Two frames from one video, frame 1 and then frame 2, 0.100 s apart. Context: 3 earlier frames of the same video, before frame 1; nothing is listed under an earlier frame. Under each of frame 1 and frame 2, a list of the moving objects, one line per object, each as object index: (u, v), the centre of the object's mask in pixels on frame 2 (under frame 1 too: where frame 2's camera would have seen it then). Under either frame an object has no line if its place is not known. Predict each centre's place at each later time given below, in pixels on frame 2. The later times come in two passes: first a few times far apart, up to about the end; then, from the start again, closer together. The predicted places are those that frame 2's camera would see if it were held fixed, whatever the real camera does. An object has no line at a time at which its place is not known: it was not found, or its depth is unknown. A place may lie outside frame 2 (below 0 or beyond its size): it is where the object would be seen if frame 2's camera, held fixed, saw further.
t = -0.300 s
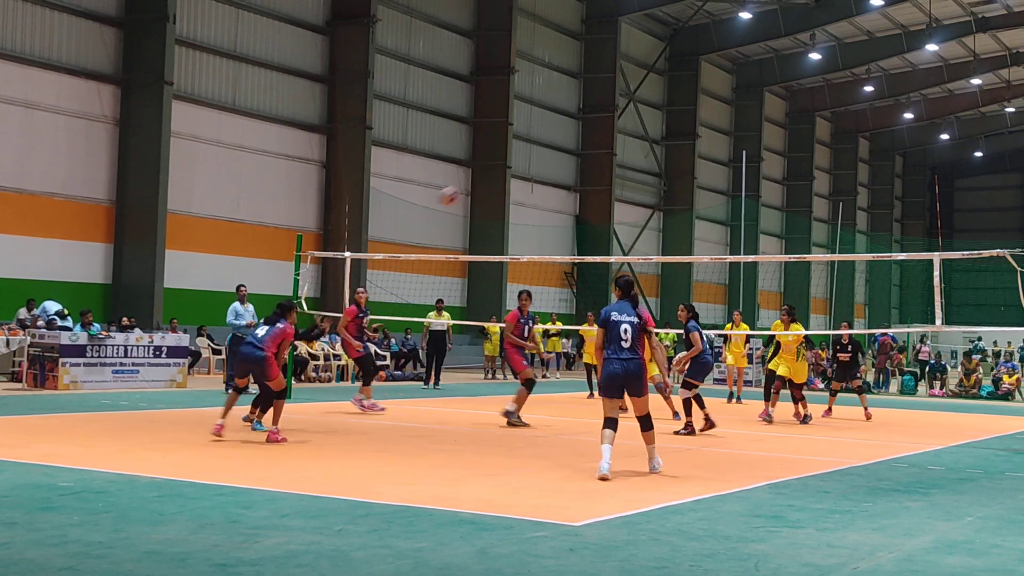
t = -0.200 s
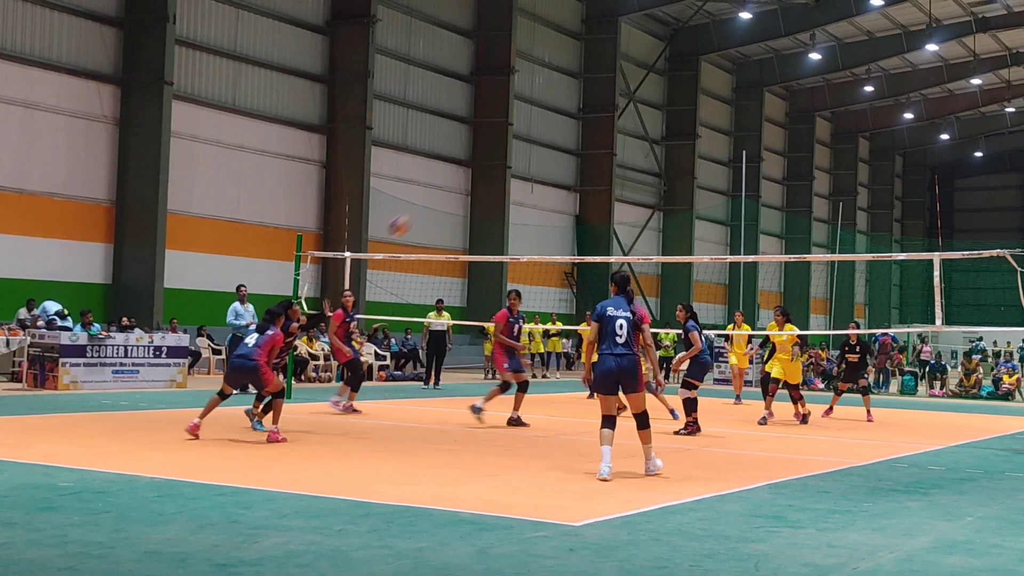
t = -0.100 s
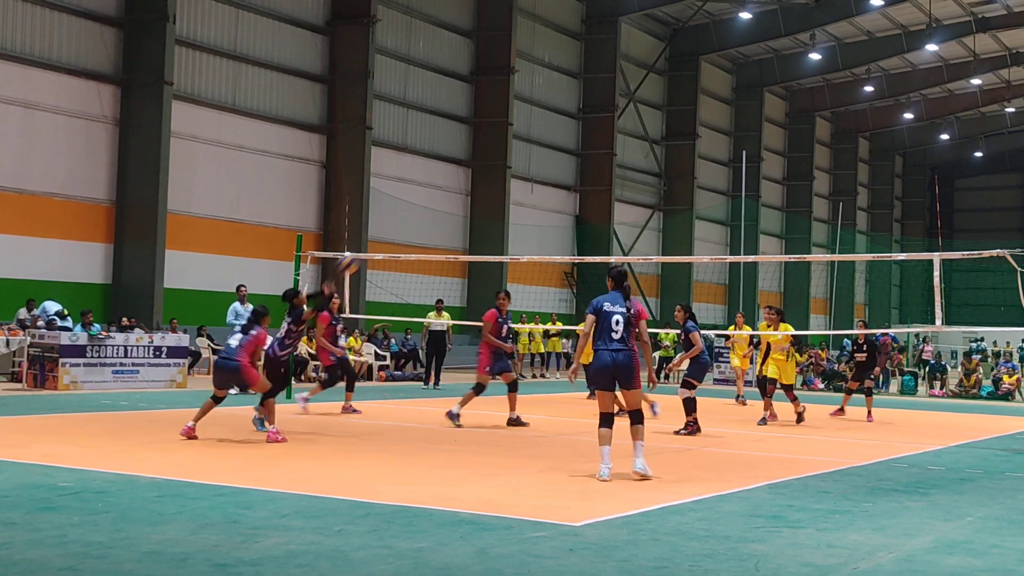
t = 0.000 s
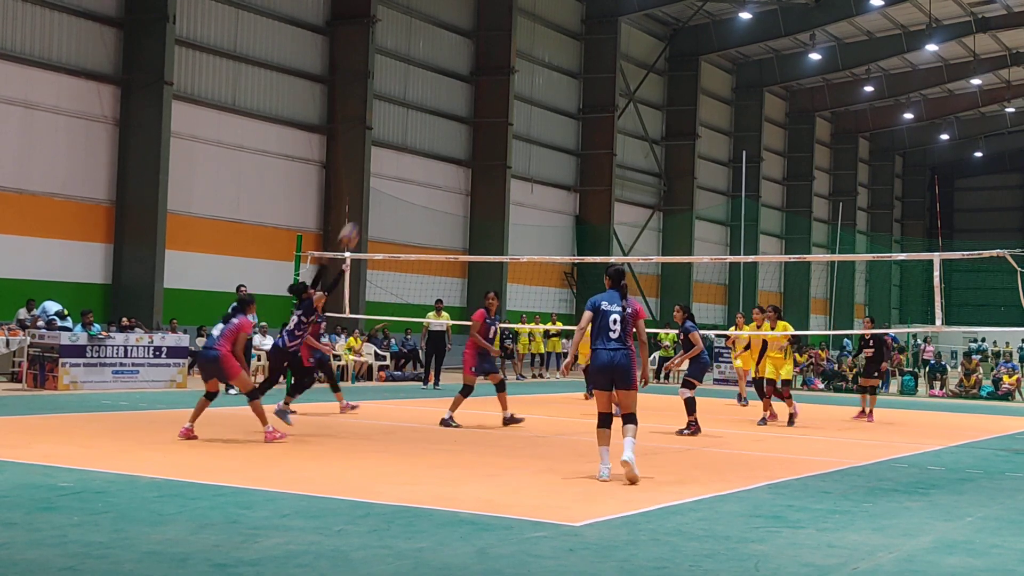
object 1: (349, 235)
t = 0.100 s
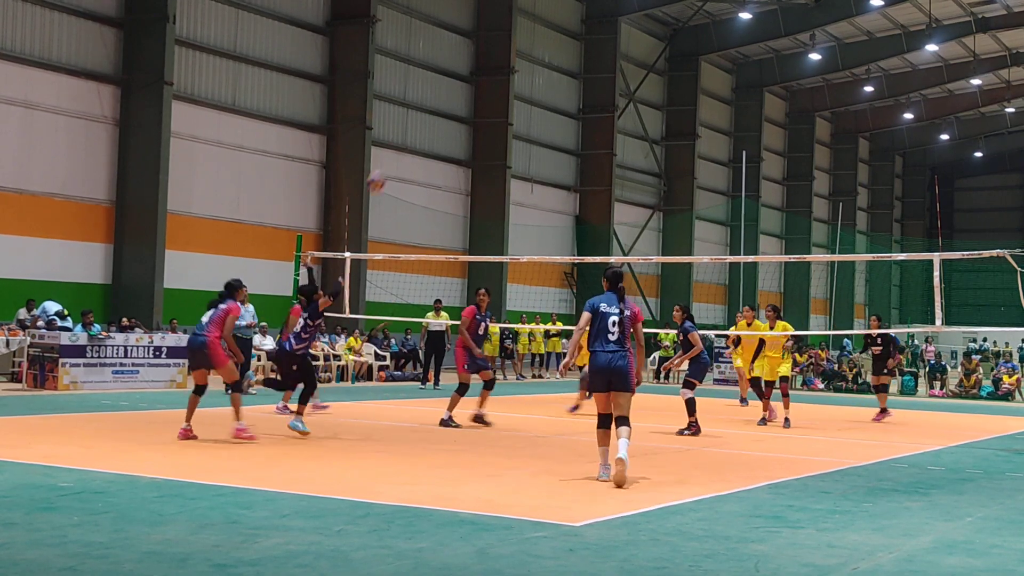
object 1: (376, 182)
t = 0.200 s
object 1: (401, 138)
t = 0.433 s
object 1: (458, 74)
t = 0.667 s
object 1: (506, 61)
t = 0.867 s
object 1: (544, 84)
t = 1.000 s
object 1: (567, 116)
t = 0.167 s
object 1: (392, 151)
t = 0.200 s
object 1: (401, 138)
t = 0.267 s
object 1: (417, 114)
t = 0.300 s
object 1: (426, 104)
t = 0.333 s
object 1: (434, 95)
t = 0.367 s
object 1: (442, 87)
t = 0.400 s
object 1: (450, 80)
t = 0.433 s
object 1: (458, 74)
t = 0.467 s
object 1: (465, 70)
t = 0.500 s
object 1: (472, 66)
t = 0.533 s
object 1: (478, 63)
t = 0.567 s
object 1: (486, 61)
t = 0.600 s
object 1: (493, 60)
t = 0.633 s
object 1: (499, 60)
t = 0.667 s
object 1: (506, 61)
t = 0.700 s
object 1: (512, 62)
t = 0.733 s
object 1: (519, 65)
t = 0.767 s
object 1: (525, 68)
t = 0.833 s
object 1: (538, 78)
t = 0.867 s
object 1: (544, 84)
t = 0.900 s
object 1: (550, 91)
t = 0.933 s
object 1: (555, 99)
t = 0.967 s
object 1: (561, 107)
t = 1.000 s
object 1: (567, 116)
